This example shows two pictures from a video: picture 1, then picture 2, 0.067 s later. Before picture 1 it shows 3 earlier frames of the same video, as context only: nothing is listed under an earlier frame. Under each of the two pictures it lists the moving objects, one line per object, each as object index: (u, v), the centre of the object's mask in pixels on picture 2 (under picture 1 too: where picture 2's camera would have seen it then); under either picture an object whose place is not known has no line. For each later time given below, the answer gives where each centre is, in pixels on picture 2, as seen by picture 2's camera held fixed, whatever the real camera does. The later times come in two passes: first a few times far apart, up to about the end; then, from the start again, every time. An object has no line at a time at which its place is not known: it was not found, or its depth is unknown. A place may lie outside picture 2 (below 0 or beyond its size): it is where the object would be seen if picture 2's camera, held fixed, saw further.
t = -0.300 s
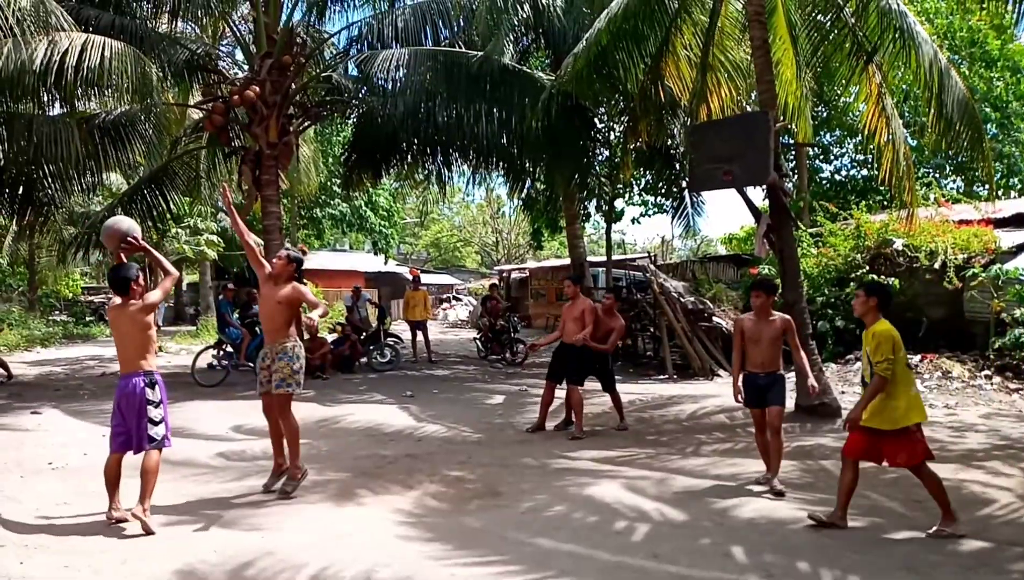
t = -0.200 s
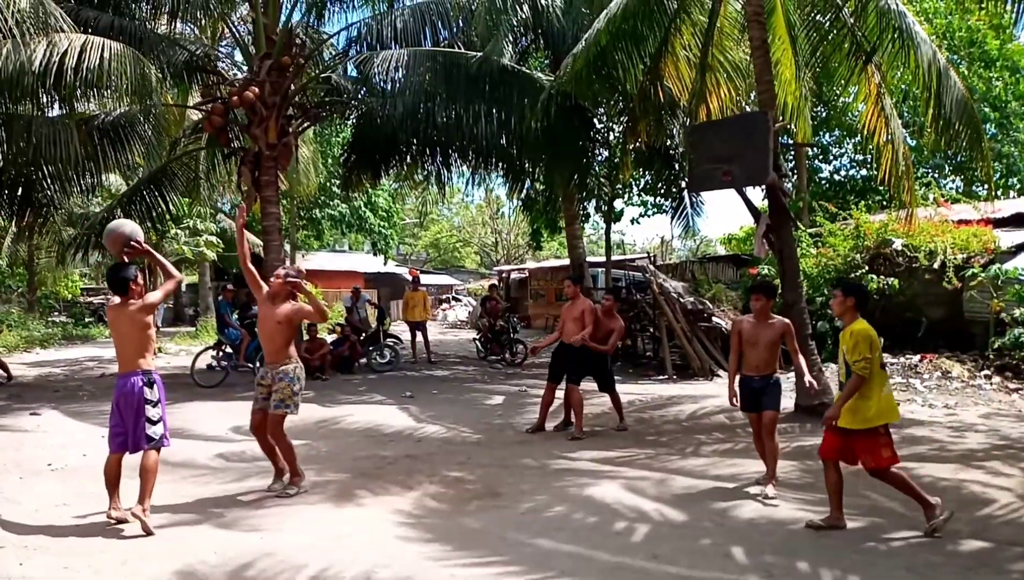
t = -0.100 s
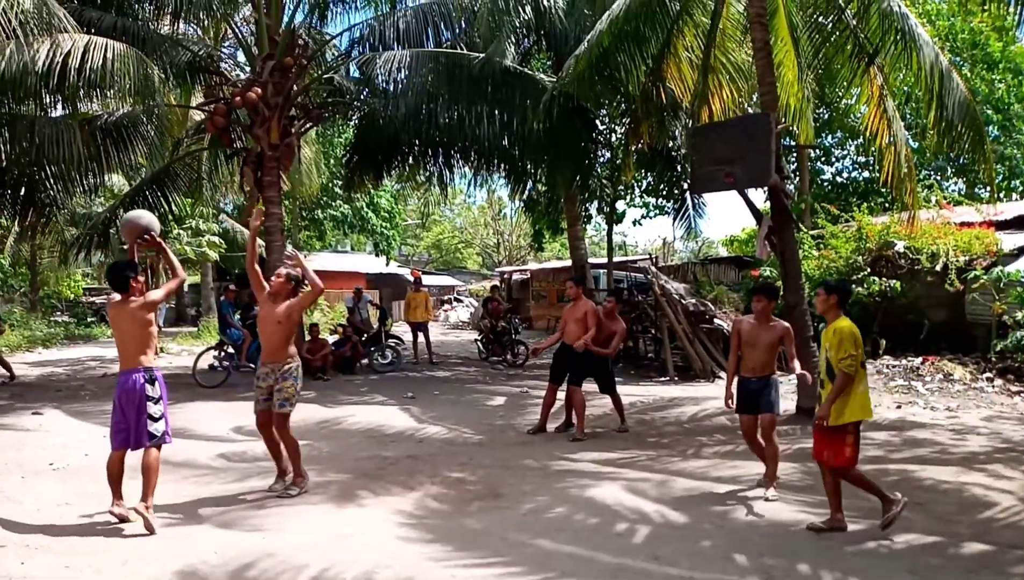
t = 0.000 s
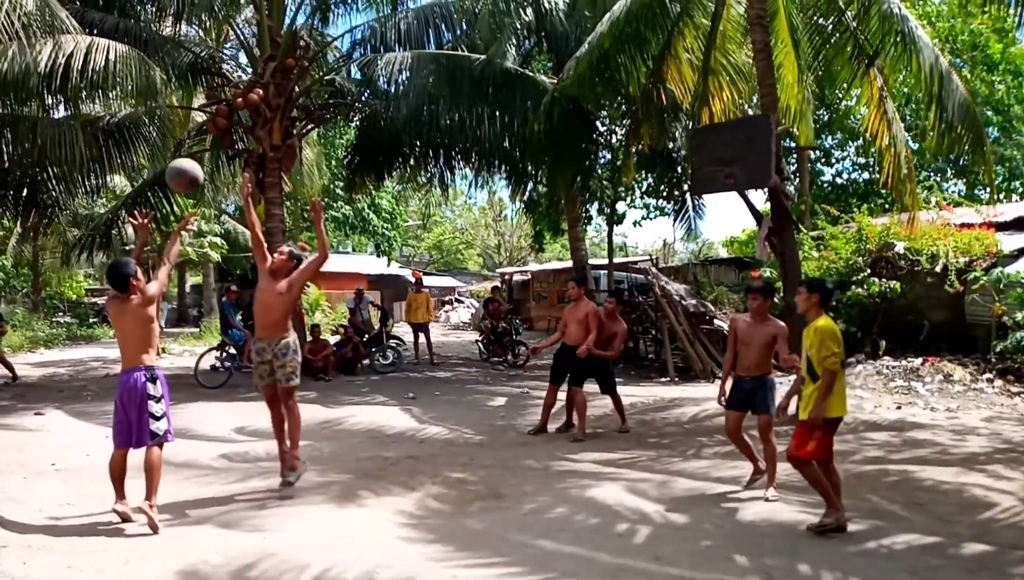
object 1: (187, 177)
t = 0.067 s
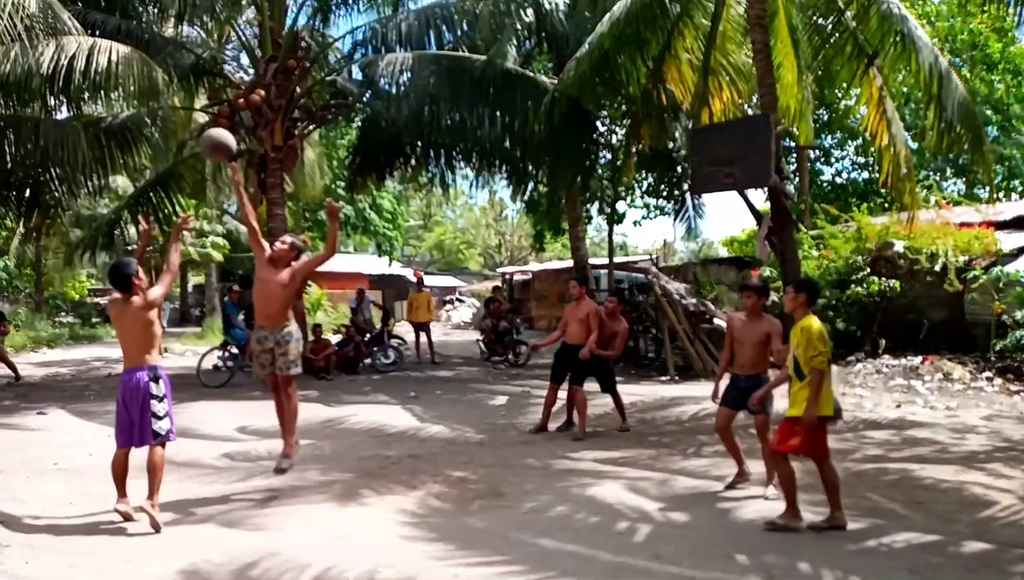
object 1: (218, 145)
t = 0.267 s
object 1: (300, 97)
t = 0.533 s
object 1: (389, 117)
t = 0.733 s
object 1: (442, 180)
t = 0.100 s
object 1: (233, 132)
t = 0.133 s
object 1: (247, 122)
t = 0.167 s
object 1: (262, 112)
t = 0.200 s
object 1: (275, 106)
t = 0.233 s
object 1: (288, 101)
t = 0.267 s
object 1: (300, 97)
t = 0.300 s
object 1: (312, 95)
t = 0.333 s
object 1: (324, 94)
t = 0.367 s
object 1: (336, 94)
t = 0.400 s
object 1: (347, 96)
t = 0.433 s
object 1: (357, 100)
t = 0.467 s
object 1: (368, 105)
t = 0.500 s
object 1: (378, 111)
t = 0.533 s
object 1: (389, 117)
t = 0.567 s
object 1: (399, 125)
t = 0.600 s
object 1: (408, 134)
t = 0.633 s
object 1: (416, 144)
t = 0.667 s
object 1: (425, 155)
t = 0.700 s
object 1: (434, 167)
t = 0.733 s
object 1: (442, 180)
